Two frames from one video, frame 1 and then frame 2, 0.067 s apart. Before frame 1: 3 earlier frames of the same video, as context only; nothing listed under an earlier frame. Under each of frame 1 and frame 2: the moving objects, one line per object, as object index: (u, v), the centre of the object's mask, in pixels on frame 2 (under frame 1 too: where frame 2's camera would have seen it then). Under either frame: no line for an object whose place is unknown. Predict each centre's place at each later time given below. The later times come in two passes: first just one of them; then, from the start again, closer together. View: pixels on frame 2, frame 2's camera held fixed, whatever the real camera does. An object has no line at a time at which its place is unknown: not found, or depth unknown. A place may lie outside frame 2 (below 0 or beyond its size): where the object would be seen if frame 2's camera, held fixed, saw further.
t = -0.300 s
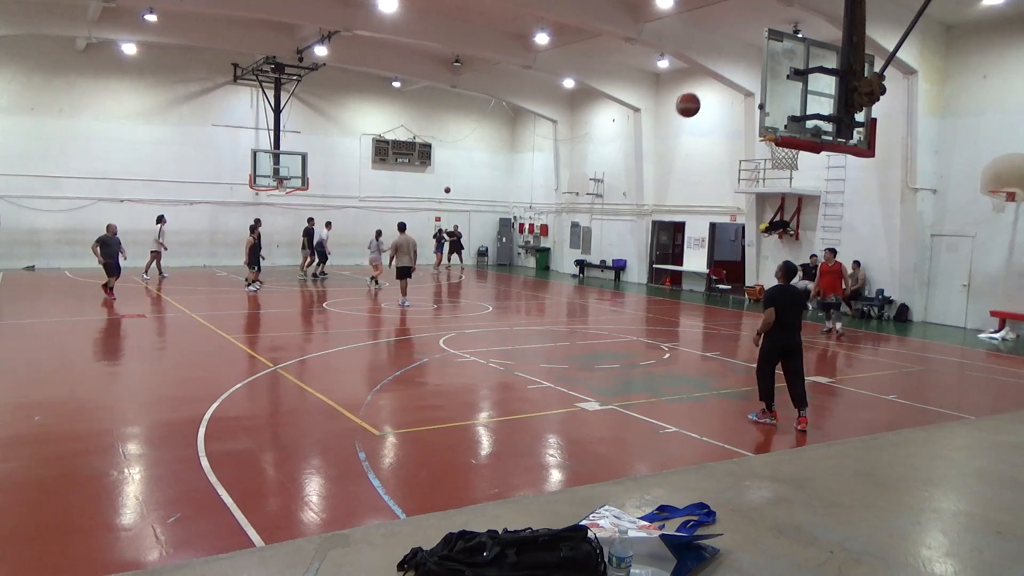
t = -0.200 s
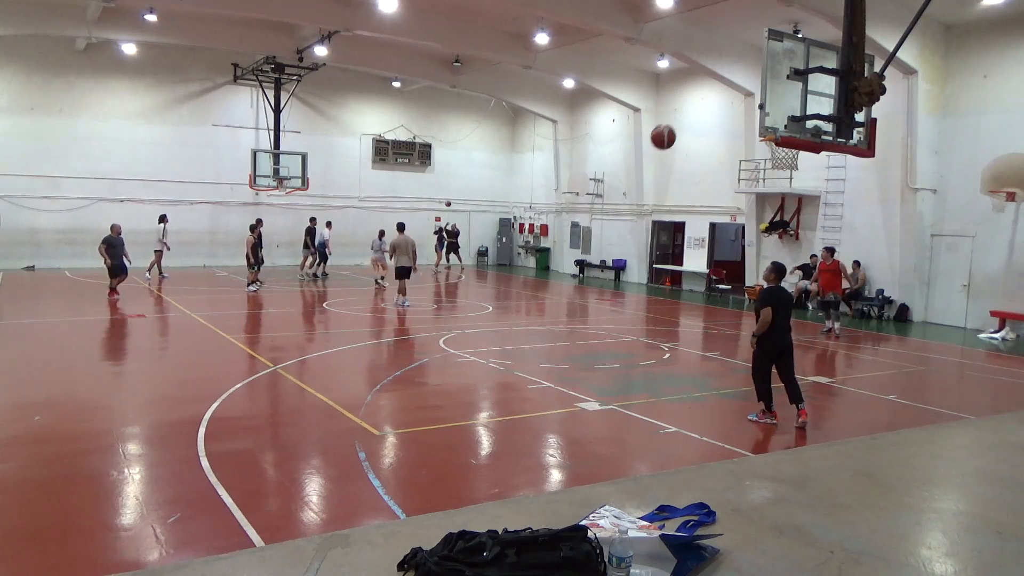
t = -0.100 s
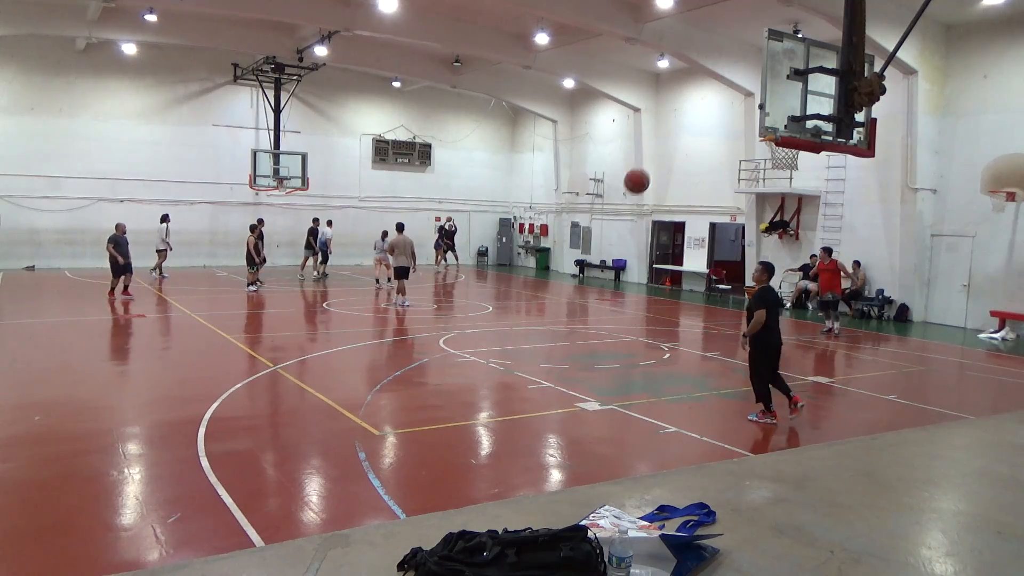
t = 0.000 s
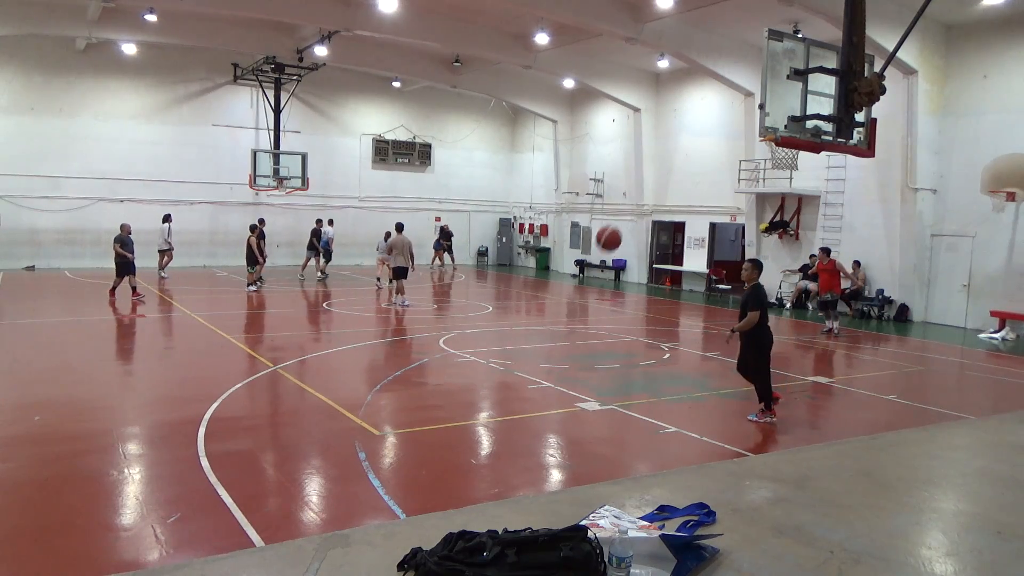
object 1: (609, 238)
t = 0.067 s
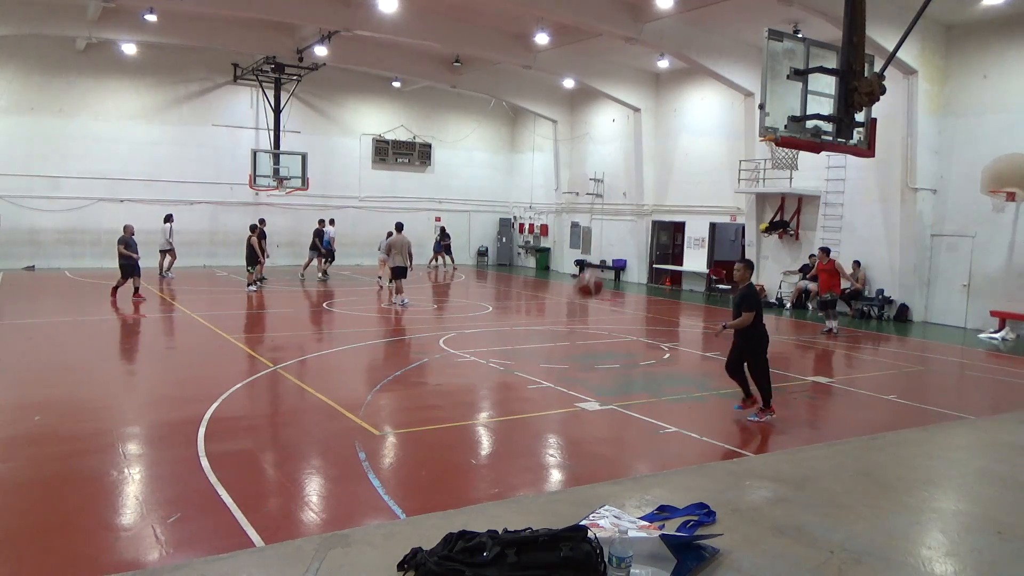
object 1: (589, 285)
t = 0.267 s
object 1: (531, 426)
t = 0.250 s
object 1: (535, 437)
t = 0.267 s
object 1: (531, 426)
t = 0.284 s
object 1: (528, 416)
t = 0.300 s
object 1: (524, 406)
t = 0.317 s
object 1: (521, 397)
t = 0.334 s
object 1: (517, 388)
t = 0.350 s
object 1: (514, 378)
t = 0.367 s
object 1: (510, 369)
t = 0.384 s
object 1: (506, 360)
